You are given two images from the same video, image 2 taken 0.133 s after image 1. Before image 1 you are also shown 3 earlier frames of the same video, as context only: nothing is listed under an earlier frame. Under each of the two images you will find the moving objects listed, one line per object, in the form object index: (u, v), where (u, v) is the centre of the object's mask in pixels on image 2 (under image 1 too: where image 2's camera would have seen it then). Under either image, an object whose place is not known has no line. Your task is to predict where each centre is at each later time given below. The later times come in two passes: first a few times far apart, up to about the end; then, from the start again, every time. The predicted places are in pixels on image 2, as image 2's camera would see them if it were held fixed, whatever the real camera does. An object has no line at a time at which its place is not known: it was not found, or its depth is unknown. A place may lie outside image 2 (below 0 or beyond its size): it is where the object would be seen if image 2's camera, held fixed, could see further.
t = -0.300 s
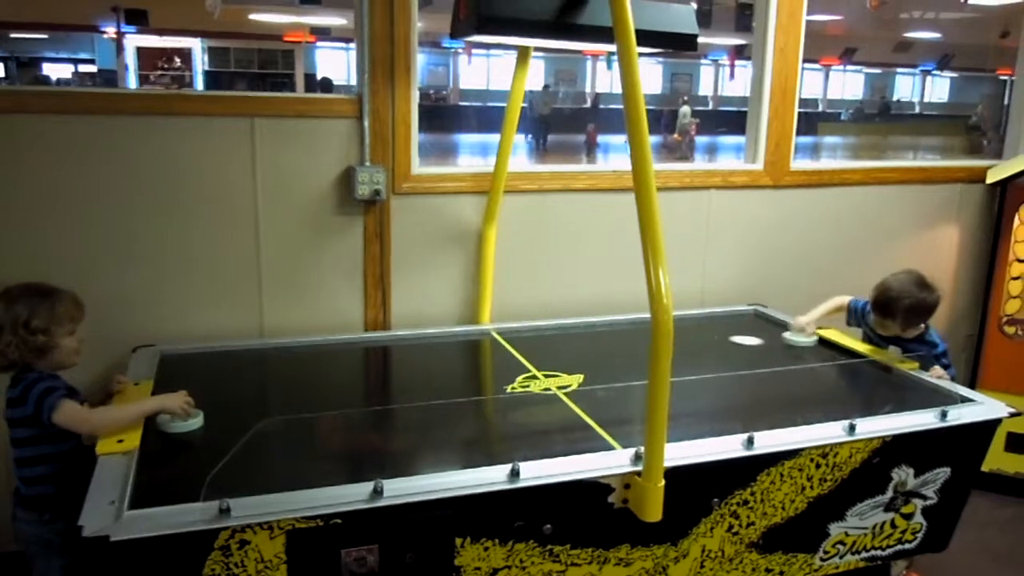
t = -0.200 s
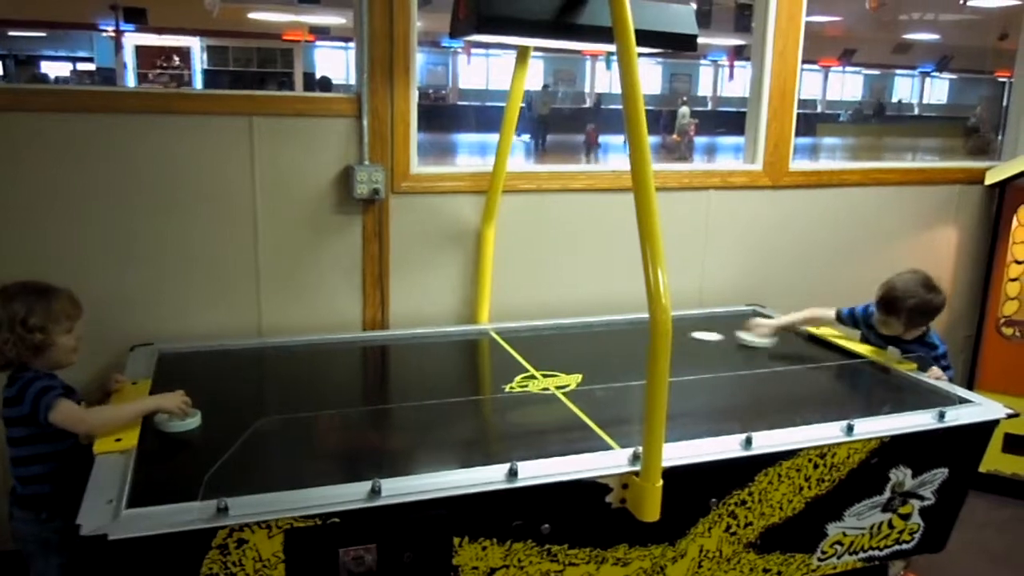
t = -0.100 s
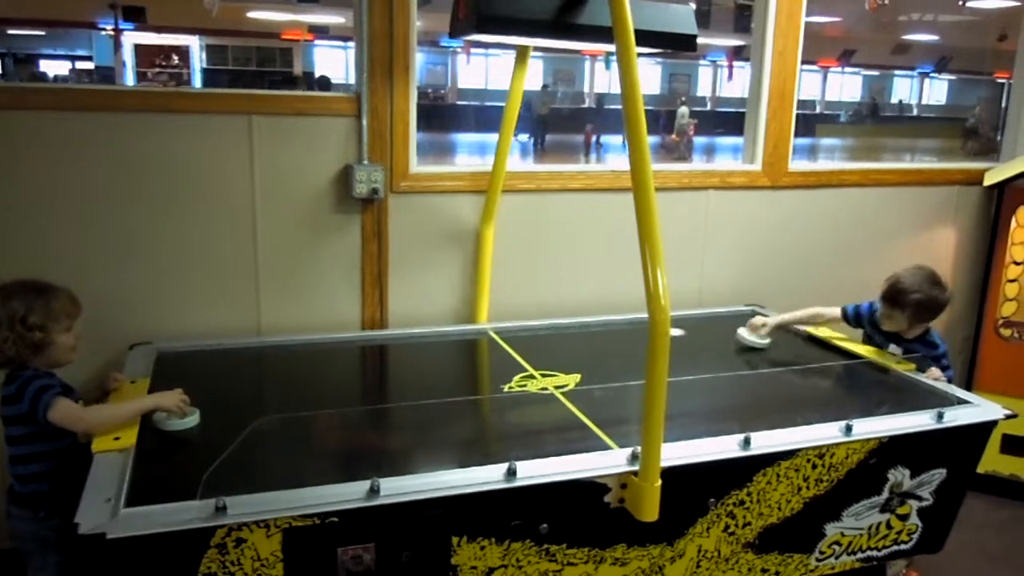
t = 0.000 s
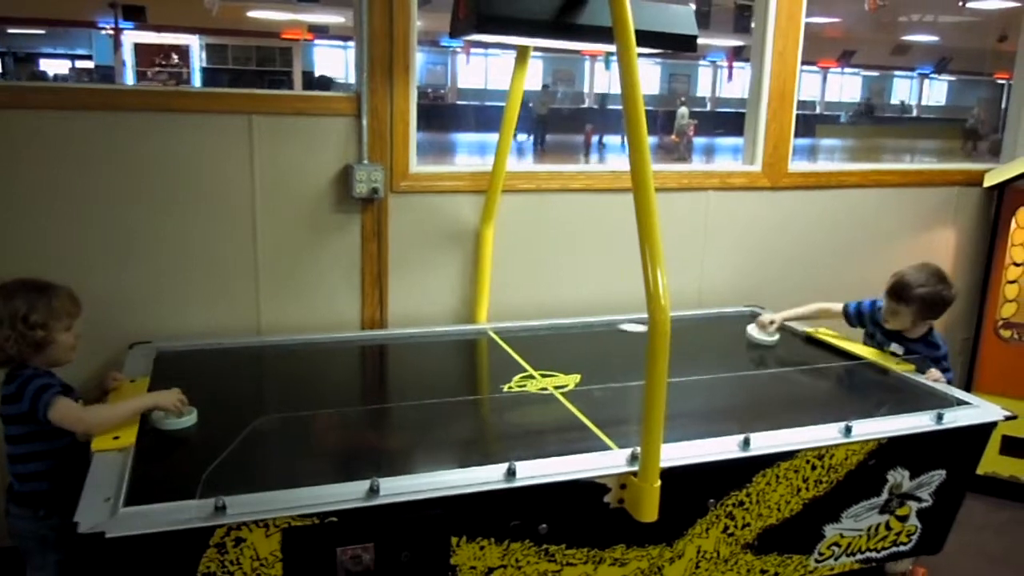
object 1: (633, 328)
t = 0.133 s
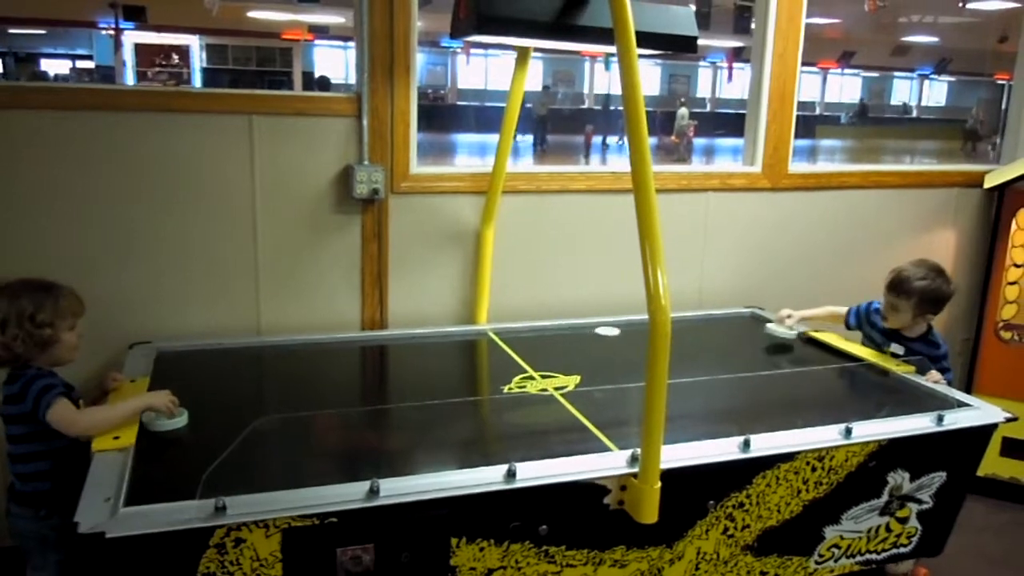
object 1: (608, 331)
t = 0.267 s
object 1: (592, 339)
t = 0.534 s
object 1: (558, 357)
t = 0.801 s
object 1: (518, 378)
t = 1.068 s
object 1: (472, 404)
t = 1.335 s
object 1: (416, 435)
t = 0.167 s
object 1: (603, 333)
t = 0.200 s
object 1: (600, 335)
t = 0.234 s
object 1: (596, 337)
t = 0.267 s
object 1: (592, 339)
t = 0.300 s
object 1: (588, 341)
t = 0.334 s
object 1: (584, 343)
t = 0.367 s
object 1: (580, 345)
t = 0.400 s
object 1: (575, 347)
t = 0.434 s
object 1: (571, 350)
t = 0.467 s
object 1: (567, 352)
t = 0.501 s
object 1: (563, 355)
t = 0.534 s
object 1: (558, 357)
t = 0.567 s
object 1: (554, 359)
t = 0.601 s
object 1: (549, 362)
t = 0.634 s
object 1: (545, 364)
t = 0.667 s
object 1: (540, 366)
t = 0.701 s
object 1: (534, 369)
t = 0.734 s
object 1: (529, 372)
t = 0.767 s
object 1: (524, 375)
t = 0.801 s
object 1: (518, 378)
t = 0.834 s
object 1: (514, 380)
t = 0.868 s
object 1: (508, 384)
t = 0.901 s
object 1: (502, 388)
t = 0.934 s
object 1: (497, 390)
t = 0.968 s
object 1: (490, 393)
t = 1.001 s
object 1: (485, 397)
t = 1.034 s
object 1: (479, 400)
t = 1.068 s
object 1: (472, 404)
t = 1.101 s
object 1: (465, 407)
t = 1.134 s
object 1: (459, 411)
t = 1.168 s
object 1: (452, 415)
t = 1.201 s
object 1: (446, 418)
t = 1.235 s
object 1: (439, 423)
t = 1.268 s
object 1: (432, 427)
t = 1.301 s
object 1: (424, 431)
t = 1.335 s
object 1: (416, 435)
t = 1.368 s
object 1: (408, 440)
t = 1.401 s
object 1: (400, 444)
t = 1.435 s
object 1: (391, 449)
